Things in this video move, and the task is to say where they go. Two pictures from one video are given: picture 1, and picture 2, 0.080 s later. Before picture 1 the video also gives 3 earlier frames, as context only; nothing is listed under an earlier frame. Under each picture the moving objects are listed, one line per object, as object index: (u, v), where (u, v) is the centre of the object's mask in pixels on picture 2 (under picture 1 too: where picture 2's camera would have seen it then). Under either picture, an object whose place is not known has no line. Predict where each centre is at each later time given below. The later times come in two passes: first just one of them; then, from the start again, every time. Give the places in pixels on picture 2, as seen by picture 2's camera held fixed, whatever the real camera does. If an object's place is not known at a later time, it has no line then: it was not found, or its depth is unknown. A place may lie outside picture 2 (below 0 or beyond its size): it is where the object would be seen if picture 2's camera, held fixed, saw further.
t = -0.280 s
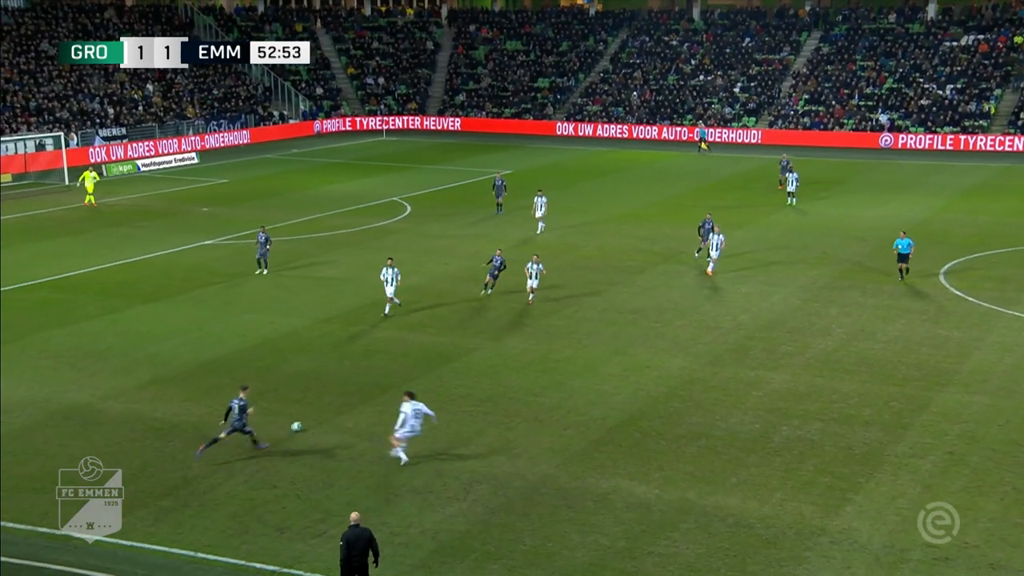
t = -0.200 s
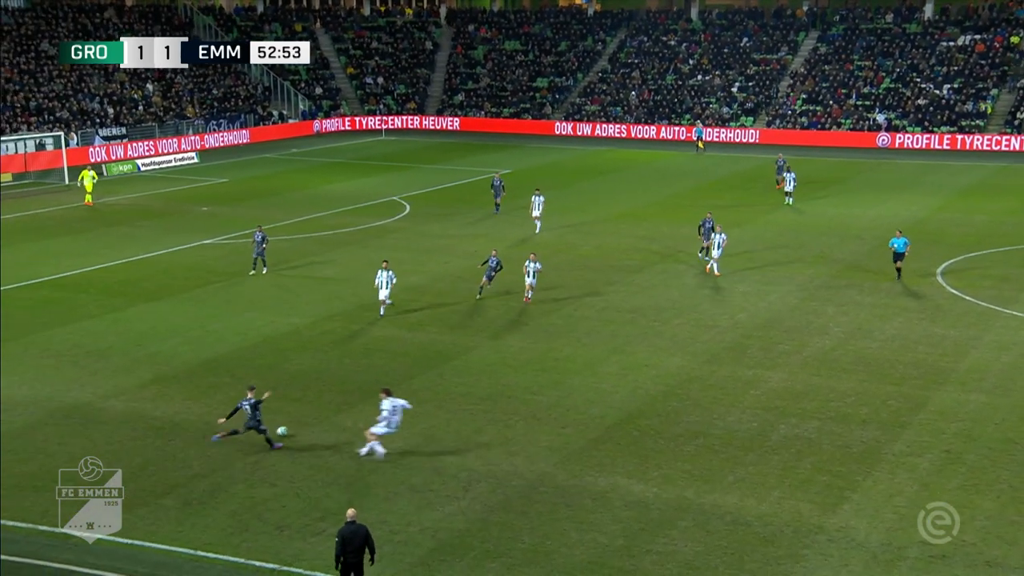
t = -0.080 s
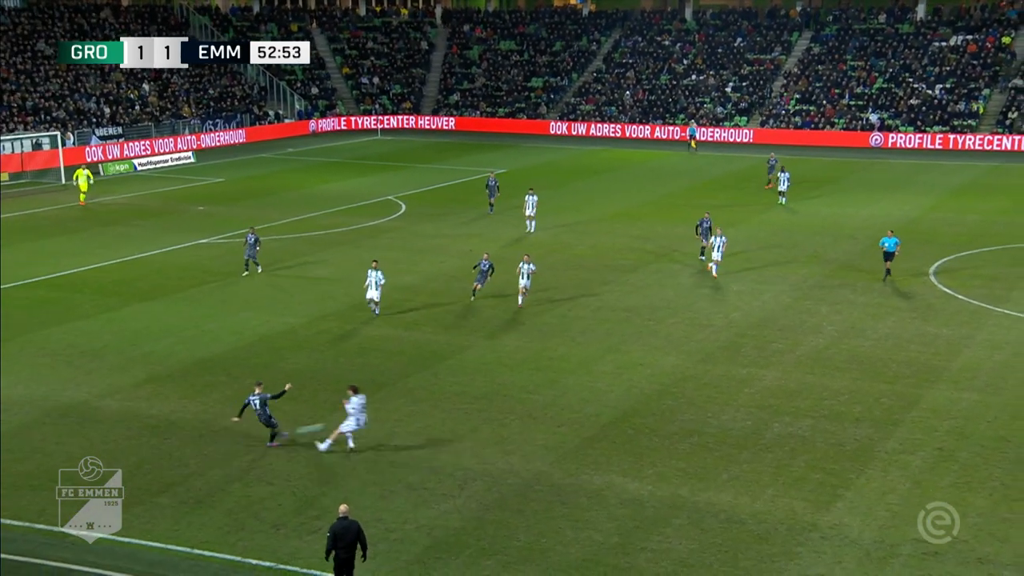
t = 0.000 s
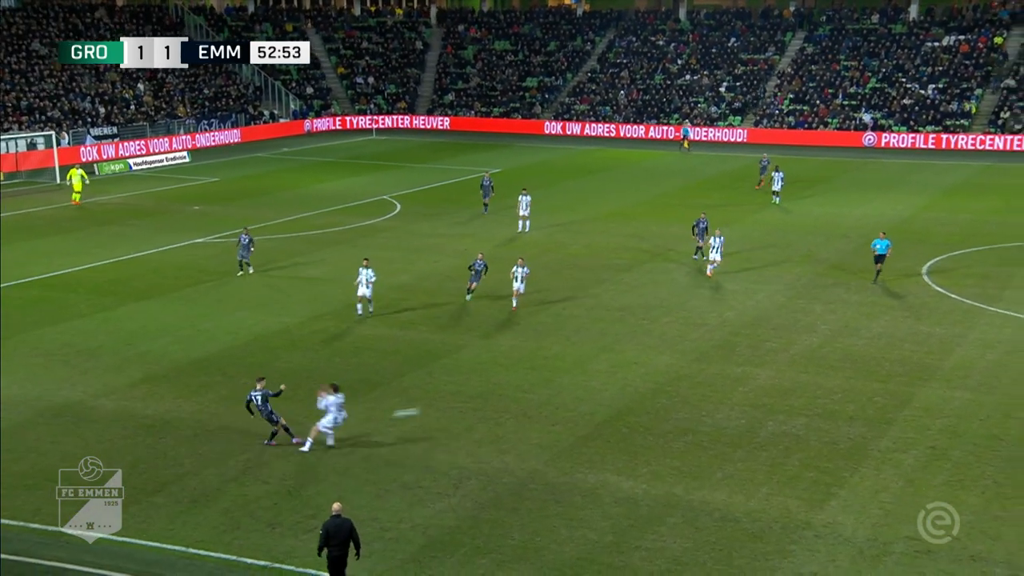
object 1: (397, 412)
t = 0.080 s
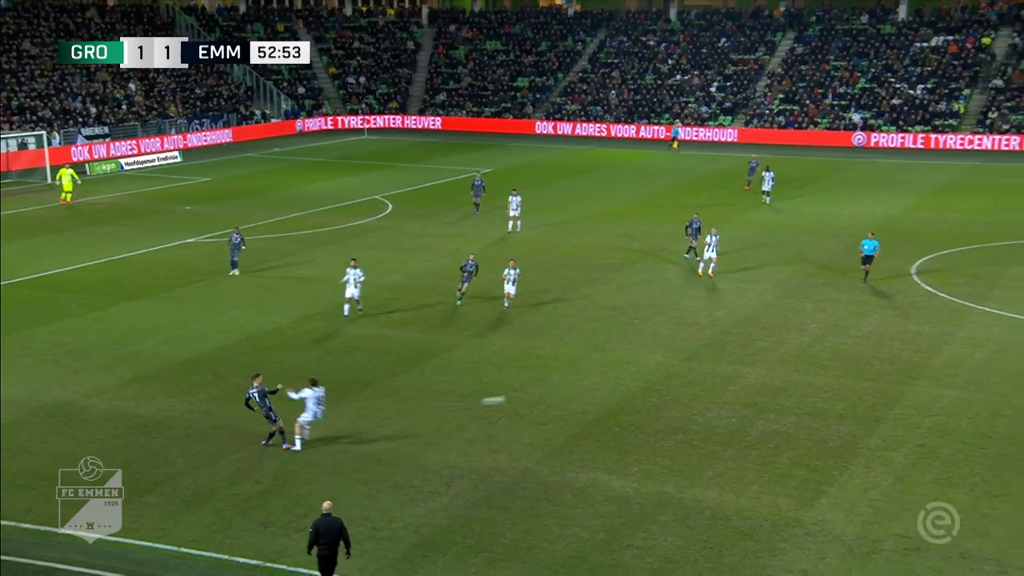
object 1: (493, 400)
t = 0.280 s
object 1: (715, 391)
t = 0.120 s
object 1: (539, 397)
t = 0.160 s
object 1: (585, 394)
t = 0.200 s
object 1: (630, 391)
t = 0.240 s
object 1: (673, 391)
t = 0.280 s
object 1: (715, 391)
